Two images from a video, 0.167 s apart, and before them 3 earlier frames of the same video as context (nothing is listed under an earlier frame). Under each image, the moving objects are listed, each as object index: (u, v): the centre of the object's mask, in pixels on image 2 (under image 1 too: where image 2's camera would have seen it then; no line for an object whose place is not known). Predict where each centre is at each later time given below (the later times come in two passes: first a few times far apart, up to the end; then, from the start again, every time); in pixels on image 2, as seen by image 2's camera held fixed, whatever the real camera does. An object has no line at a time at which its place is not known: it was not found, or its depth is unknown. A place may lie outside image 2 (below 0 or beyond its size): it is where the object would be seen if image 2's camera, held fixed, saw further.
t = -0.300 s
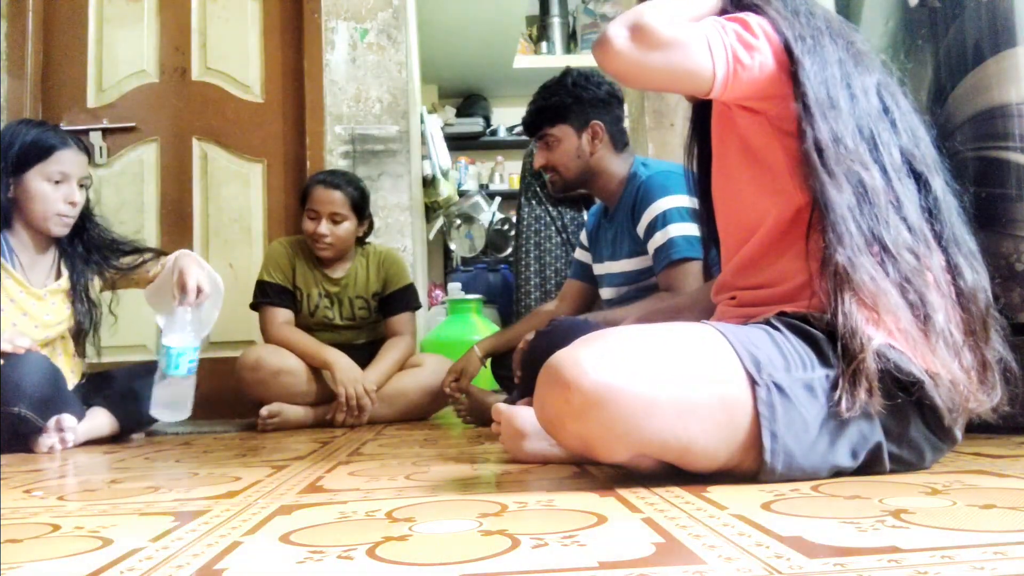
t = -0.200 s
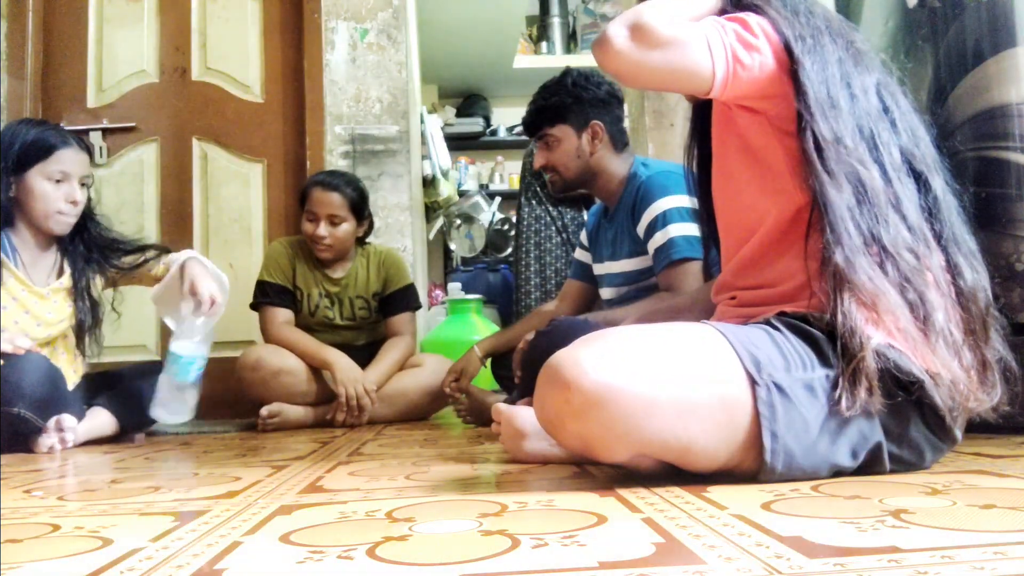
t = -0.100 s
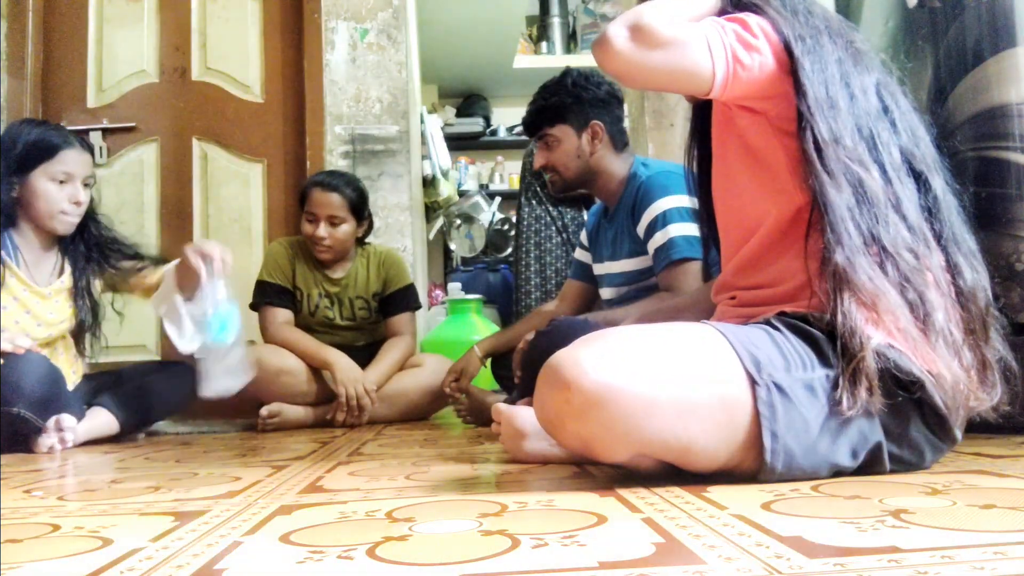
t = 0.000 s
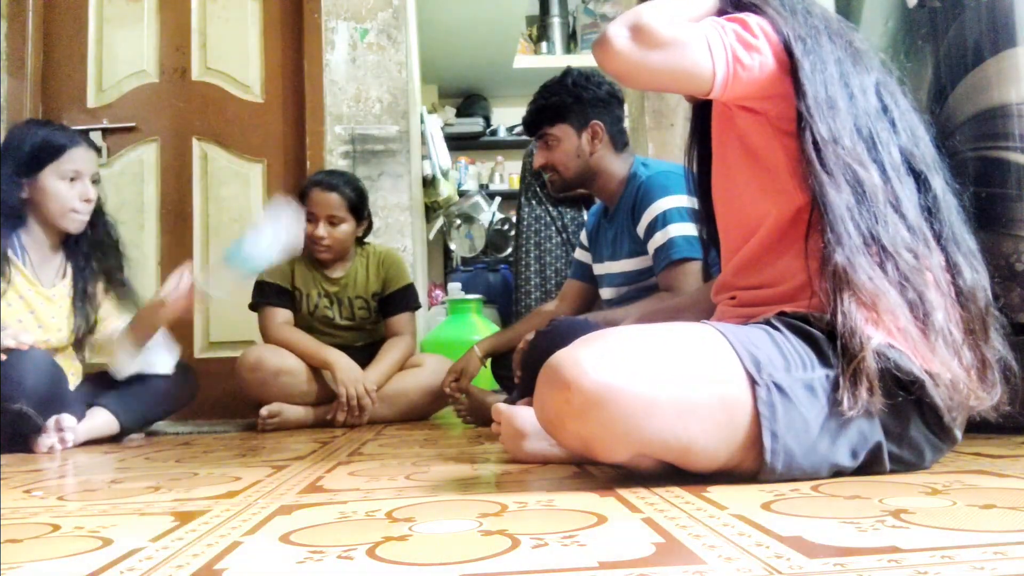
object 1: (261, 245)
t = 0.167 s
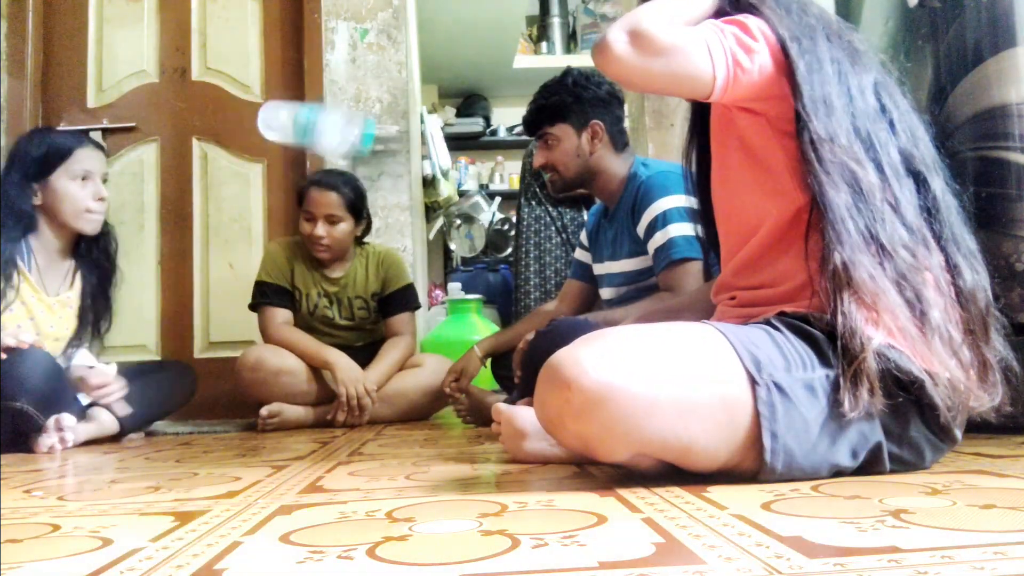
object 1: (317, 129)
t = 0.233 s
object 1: (320, 109)
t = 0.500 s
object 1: (357, 313)
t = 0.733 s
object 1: (373, 377)
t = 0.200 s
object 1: (319, 114)
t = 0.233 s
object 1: (320, 109)
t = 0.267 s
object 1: (323, 111)
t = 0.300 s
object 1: (326, 119)
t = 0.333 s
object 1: (330, 133)
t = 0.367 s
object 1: (336, 154)
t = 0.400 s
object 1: (340, 183)
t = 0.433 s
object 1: (345, 219)
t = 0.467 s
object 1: (351, 261)
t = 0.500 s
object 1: (357, 313)
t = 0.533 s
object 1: (363, 365)
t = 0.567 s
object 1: (369, 378)
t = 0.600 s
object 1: (369, 378)
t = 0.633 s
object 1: (371, 377)
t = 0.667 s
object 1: (371, 377)
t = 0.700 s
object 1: (372, 377)
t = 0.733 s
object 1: (373, 377)
